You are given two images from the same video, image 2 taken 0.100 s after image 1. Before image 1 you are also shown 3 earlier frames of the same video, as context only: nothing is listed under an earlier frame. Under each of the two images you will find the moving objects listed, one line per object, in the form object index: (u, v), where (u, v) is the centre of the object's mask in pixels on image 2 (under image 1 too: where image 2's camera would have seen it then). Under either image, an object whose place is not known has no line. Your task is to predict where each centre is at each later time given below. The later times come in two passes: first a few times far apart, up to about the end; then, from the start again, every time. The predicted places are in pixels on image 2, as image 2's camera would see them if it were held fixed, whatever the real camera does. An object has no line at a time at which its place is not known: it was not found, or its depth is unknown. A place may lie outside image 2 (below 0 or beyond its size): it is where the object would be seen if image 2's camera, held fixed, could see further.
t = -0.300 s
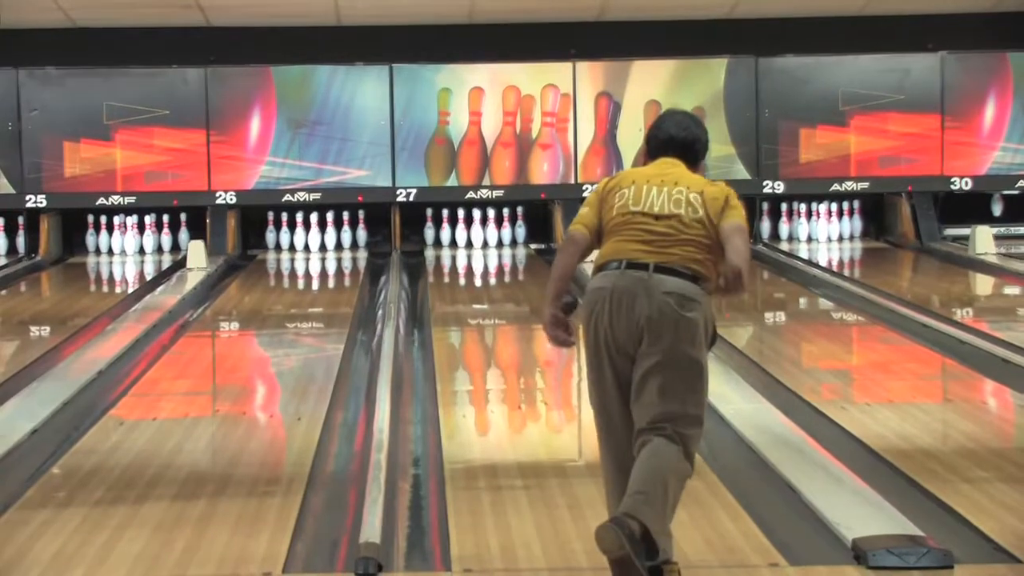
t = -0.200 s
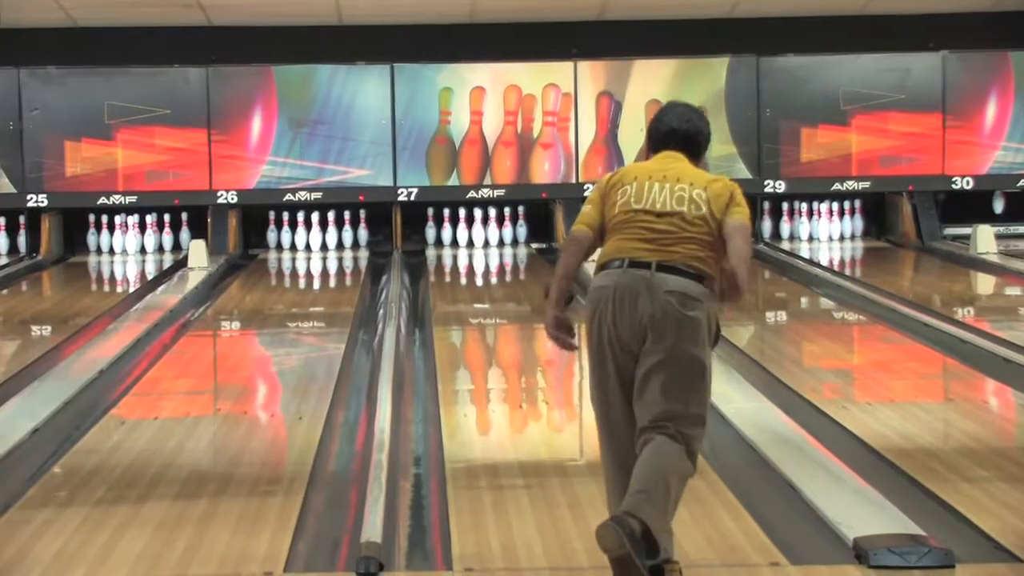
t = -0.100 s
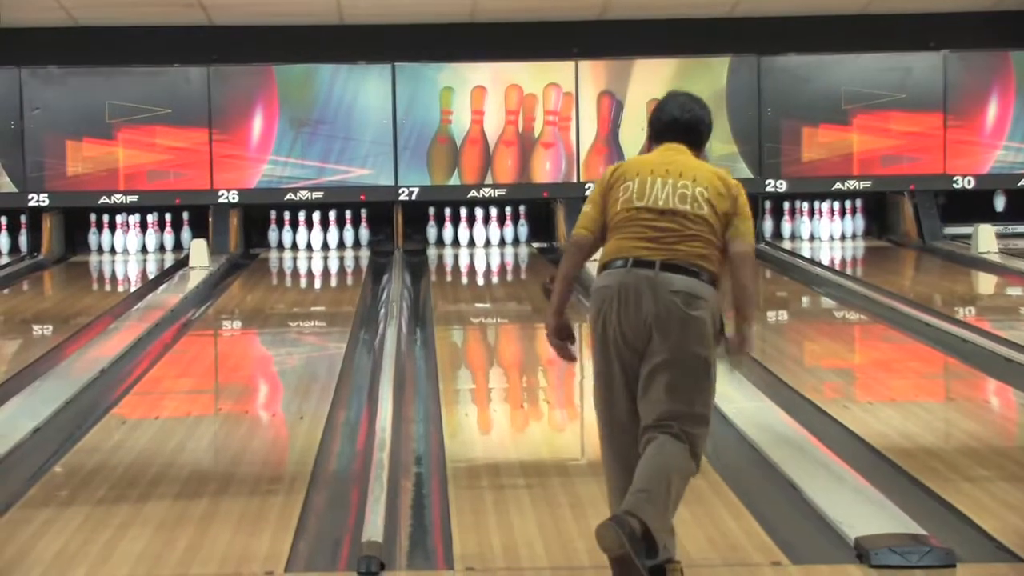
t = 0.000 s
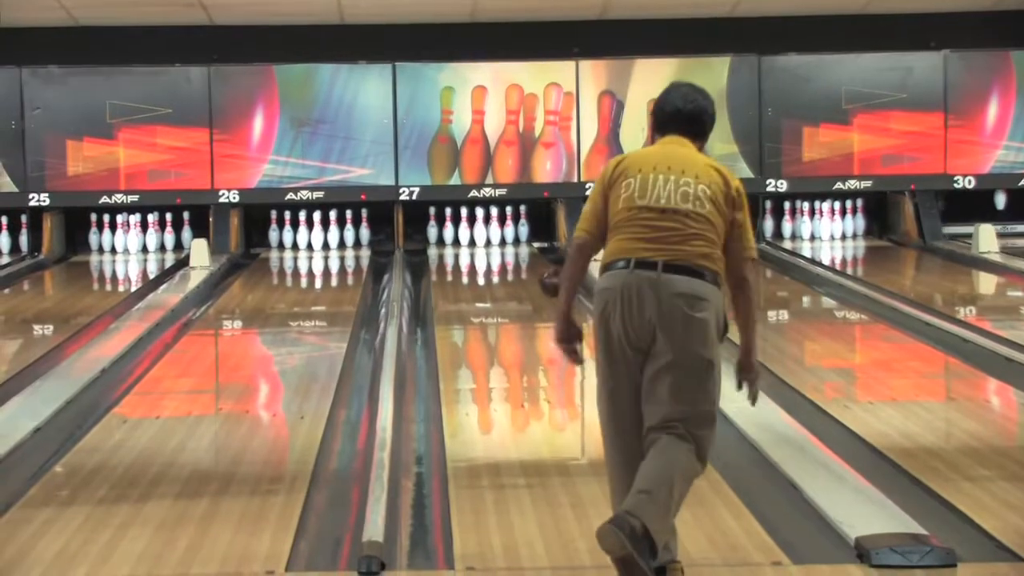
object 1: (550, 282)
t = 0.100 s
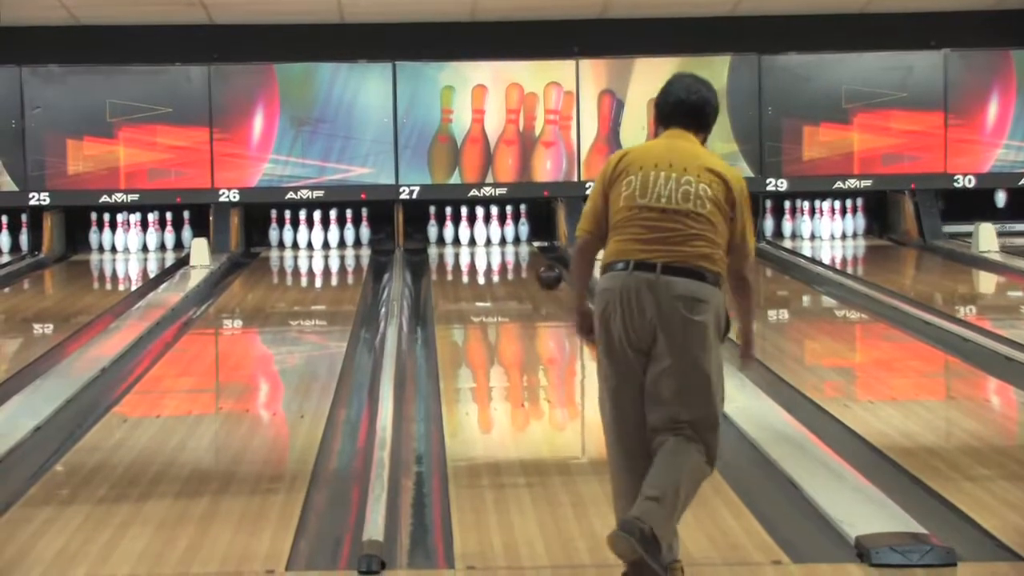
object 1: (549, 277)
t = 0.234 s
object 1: (544, 270)
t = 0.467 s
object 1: (532, 259)
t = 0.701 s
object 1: (521, 251)
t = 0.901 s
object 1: (509, 245)
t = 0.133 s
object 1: (547, 276)
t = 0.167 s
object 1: (546, 274)
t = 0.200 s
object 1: (545, 273)
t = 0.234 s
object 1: (544, 270)
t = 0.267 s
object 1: (541, 267)
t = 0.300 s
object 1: (540, 268)
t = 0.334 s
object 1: (538, 266)
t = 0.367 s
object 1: (536, 263)
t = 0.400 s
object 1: (535, 261)
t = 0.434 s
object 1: (534, 260)
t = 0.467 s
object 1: (532, 259)
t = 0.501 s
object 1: (531, 258)
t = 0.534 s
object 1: (529, 256)
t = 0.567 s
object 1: (528, 255)
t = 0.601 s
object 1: (527, 254)
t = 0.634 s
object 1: (526, 253)
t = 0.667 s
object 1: (524, 253)
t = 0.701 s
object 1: (521, 251)
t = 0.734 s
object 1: (519, 250)
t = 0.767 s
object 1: (517, 249)
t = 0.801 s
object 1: (514, 248)
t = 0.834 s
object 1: (513, 247)
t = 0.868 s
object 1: (510, 246)
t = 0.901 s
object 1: (509, 245)
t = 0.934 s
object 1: (507, 244)
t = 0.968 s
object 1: (506, 243)
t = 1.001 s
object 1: (503, 242)
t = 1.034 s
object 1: (501, 241)
